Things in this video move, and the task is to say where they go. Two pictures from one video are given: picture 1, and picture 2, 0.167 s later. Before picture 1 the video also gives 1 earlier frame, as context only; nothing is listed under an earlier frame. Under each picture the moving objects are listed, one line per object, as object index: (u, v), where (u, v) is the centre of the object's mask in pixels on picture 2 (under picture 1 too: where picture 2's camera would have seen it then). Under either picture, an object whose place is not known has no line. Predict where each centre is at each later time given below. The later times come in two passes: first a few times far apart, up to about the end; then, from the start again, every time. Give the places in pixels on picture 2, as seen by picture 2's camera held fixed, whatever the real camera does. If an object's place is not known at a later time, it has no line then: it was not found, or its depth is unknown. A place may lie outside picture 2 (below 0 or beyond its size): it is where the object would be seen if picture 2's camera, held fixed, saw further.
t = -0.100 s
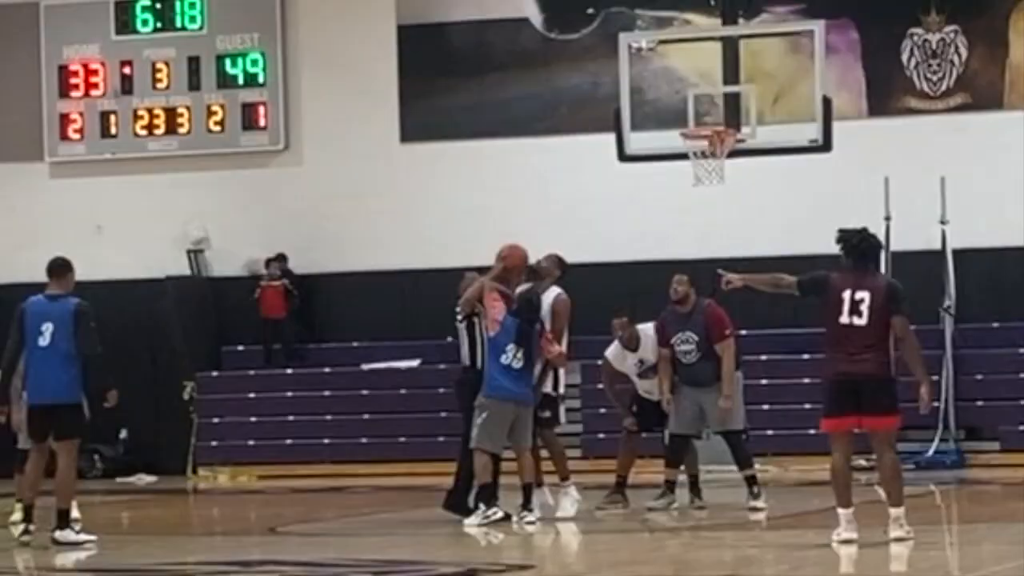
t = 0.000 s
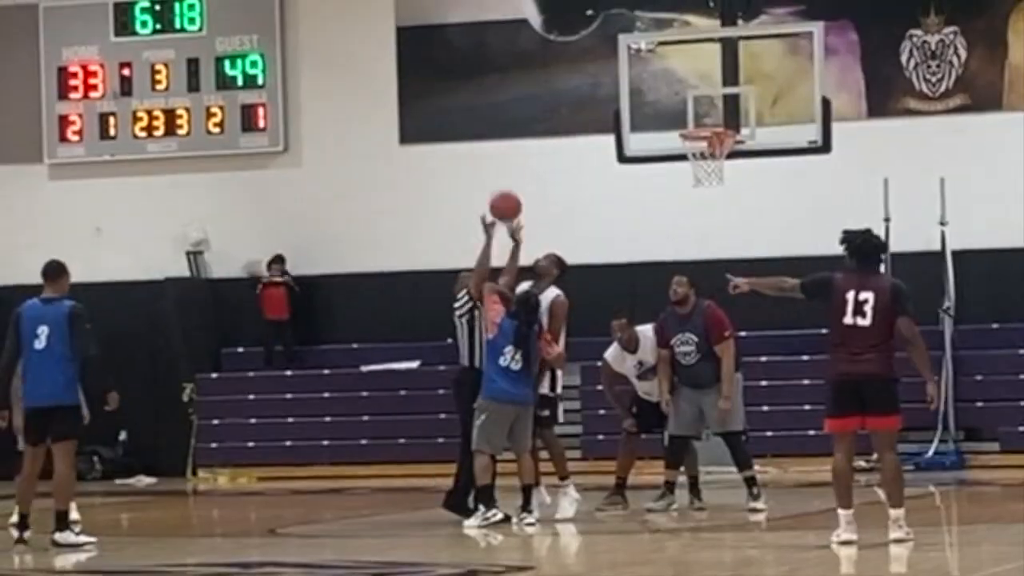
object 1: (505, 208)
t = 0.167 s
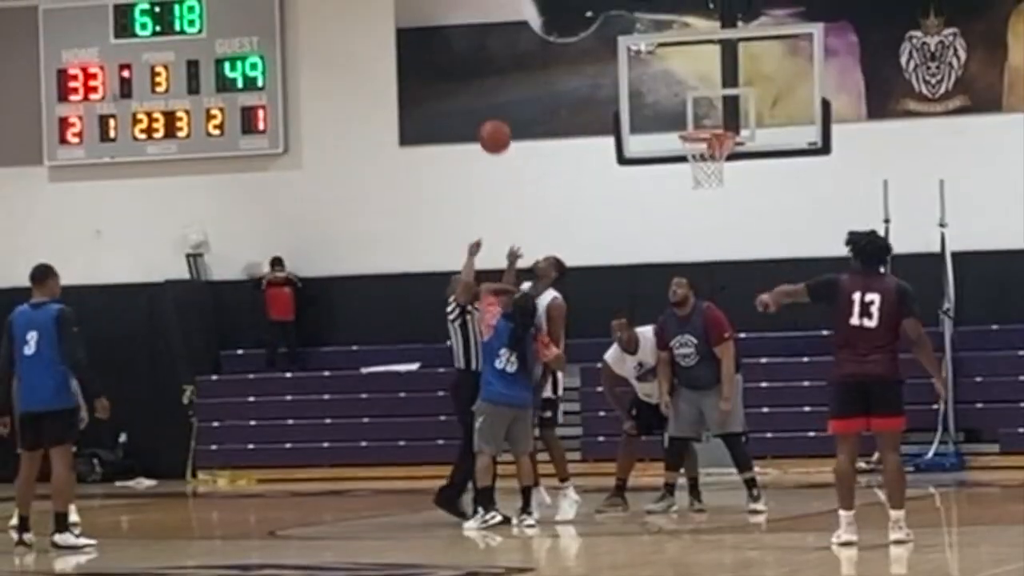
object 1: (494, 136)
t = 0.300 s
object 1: (486, 107)
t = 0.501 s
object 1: (476, 106)
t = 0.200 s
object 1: (493, 127)
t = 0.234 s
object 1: (490, 119)
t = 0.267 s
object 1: (488, 112)
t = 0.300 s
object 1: (486, 107)
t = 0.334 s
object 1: (484, 104)
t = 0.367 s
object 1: (483, 101)
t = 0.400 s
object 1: (482, 101)
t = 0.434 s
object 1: (479, 101)
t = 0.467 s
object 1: (478, 103)
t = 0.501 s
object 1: (476, 106)
